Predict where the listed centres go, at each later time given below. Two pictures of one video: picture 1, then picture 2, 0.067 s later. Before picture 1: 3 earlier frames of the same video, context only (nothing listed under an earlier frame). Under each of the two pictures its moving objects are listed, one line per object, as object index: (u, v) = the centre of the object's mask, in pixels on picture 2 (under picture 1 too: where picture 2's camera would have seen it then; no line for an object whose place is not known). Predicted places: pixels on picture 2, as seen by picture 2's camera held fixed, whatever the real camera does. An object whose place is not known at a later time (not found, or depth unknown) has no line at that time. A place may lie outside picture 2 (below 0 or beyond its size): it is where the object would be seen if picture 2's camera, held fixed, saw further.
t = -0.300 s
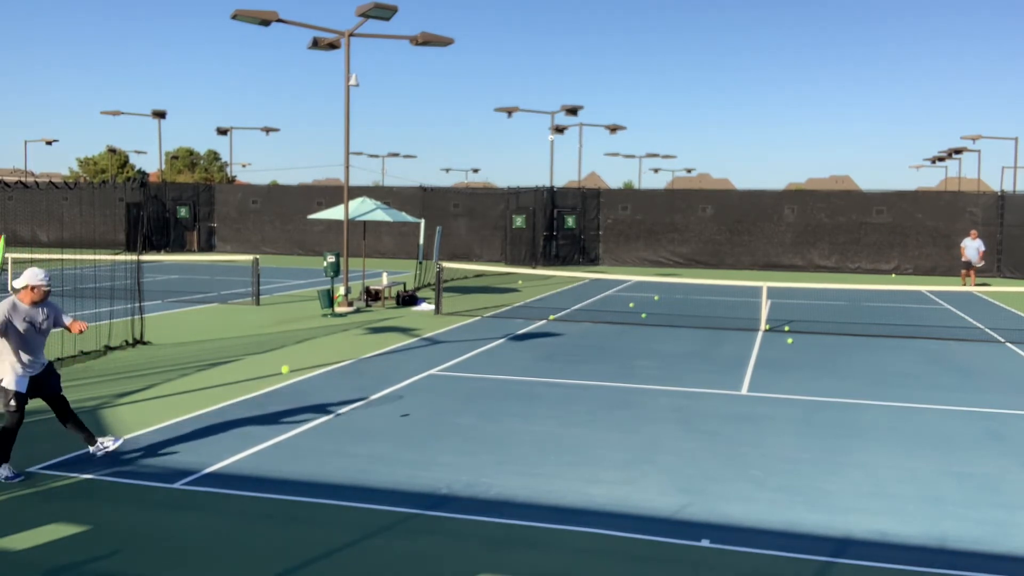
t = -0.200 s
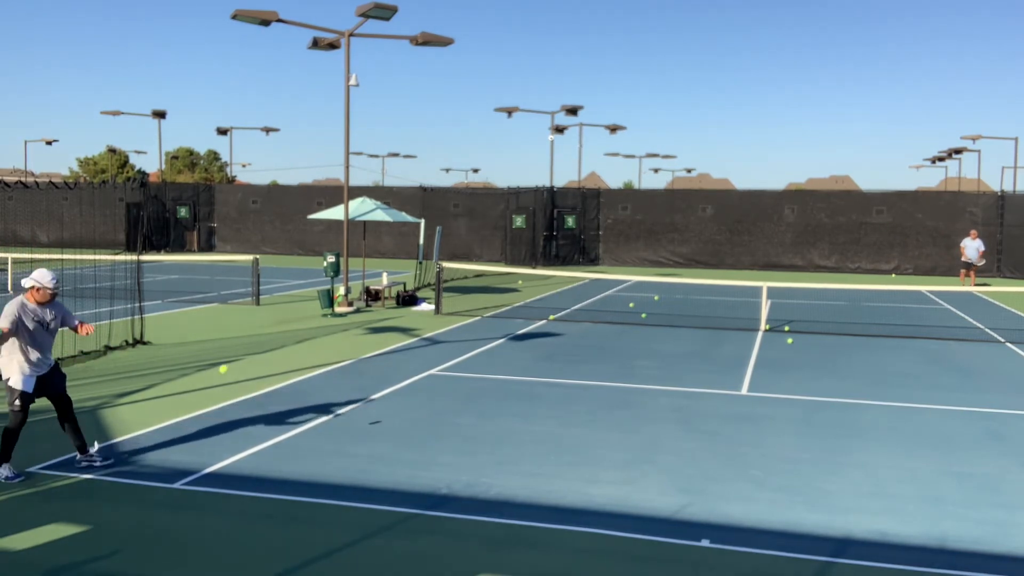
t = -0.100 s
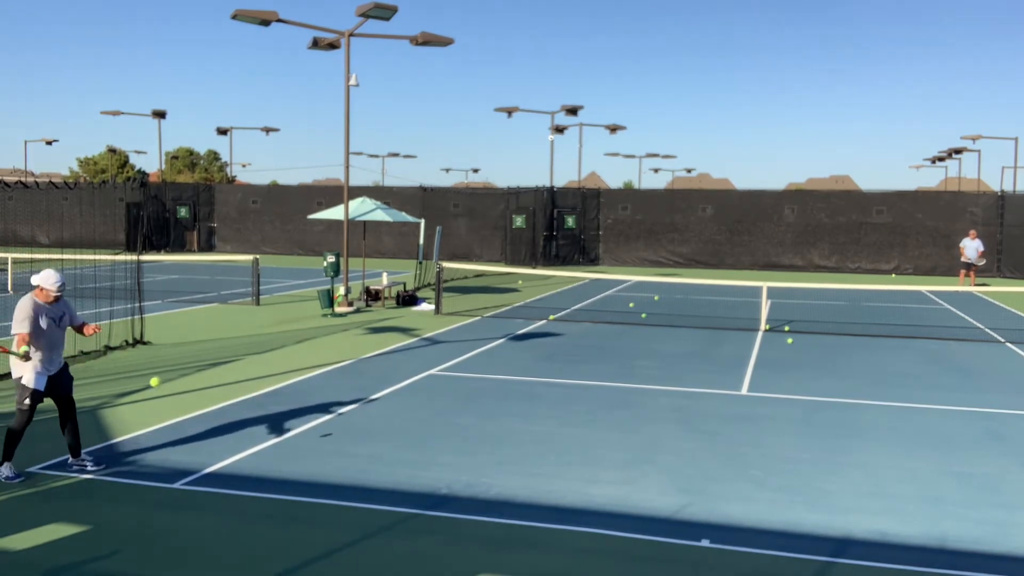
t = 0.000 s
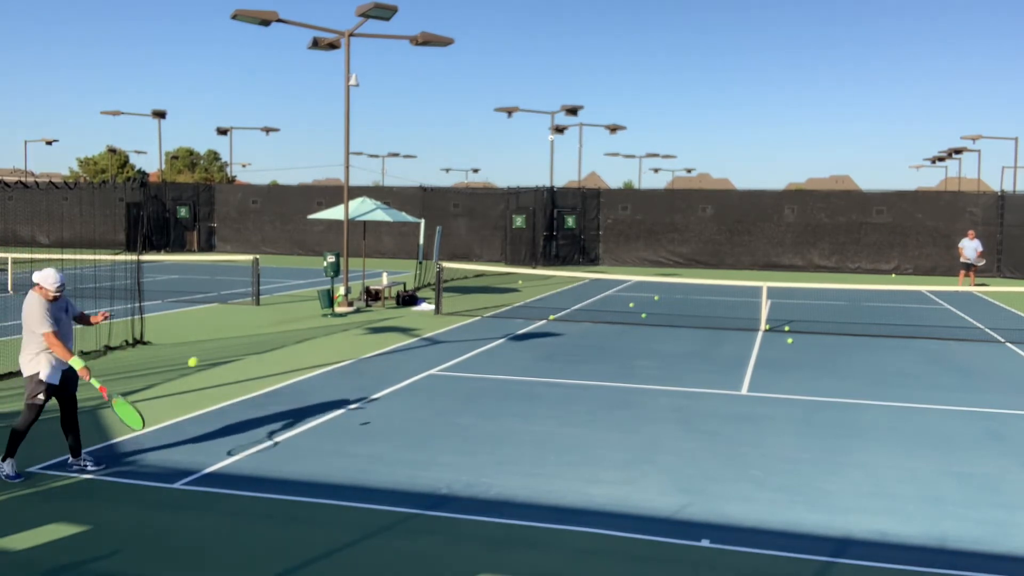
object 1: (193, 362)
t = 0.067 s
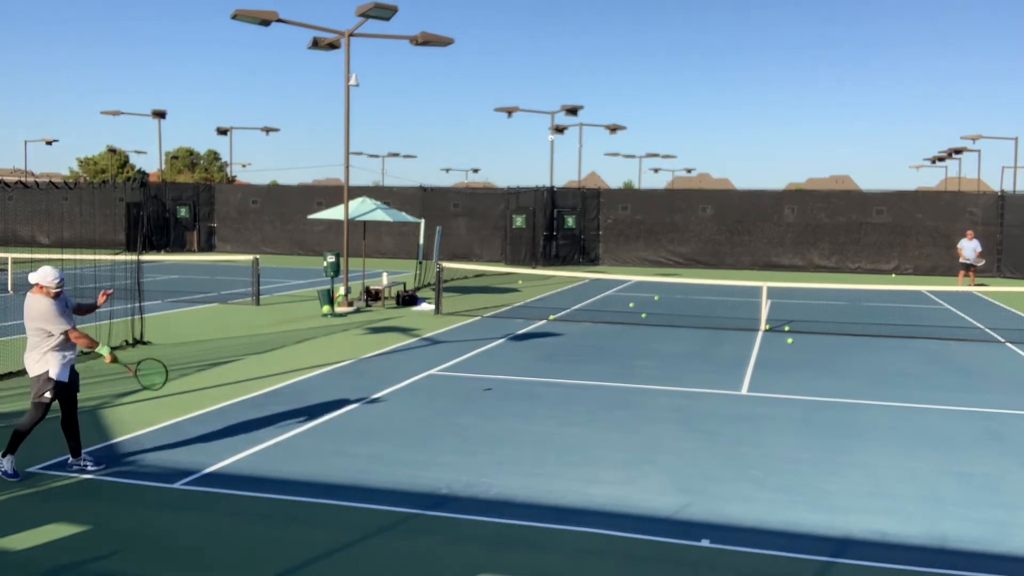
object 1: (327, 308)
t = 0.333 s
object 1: (604, 220)
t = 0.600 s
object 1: (733, 206)
